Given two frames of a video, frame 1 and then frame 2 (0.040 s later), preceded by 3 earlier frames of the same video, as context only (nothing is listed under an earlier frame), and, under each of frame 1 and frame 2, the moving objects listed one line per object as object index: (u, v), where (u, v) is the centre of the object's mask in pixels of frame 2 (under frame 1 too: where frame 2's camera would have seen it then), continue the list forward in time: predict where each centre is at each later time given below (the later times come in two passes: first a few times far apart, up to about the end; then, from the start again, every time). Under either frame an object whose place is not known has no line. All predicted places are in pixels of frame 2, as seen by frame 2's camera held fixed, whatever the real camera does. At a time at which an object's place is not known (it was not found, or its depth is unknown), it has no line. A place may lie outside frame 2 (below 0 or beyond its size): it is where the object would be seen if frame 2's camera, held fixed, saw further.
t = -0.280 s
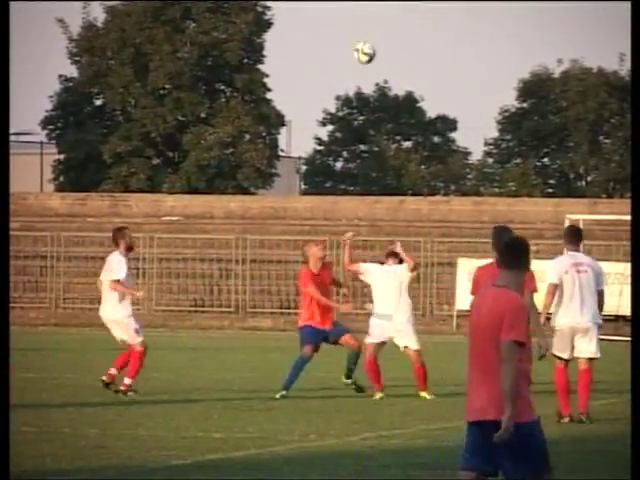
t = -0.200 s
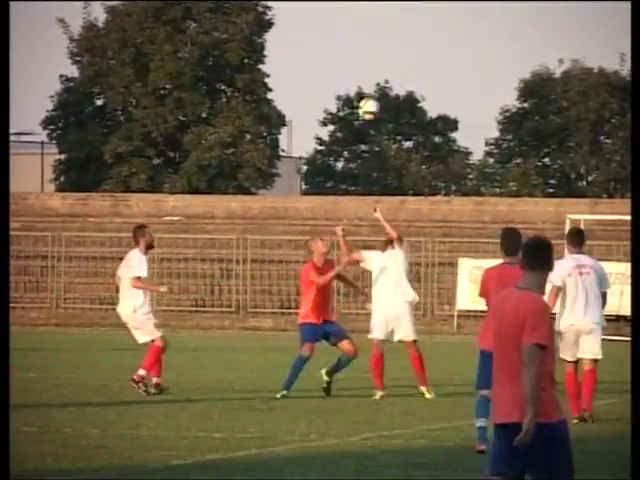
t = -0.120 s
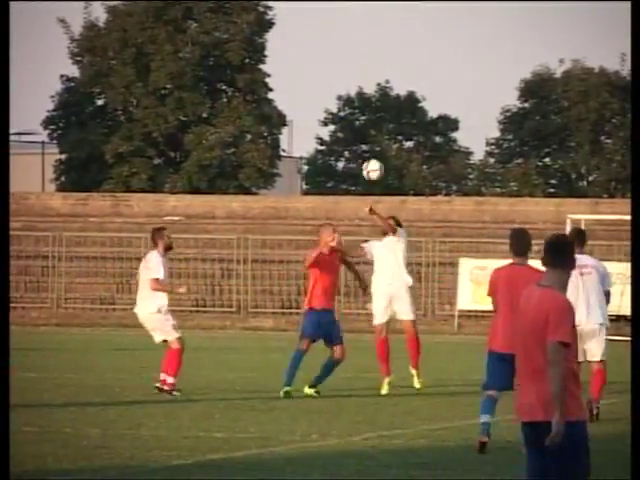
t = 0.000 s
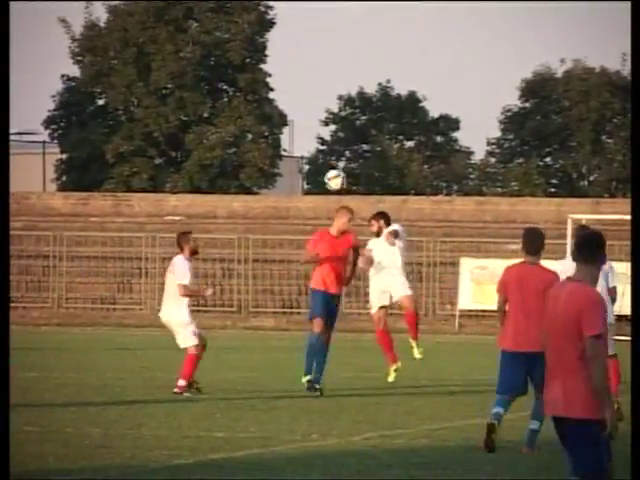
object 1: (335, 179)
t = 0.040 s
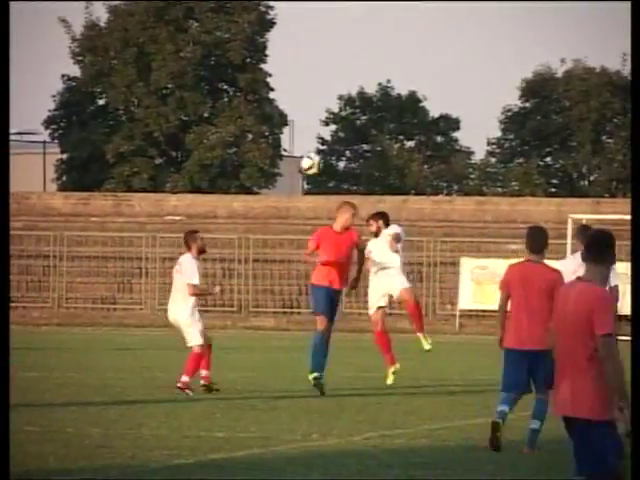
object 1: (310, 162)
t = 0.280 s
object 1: (168, 98)
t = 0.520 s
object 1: (30, 91)
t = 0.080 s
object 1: (285, 148)
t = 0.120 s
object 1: (263, 135)
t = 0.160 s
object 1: (239, 124)
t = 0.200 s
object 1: (215, 114)
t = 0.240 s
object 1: (192, 105)
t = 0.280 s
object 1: (168, 98)
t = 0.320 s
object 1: (144, 93)
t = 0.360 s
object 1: (120, 90)
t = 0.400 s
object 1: (97, 88)
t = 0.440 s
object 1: (74, 87)
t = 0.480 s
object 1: (51, 88)
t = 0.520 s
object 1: (30, 91)
